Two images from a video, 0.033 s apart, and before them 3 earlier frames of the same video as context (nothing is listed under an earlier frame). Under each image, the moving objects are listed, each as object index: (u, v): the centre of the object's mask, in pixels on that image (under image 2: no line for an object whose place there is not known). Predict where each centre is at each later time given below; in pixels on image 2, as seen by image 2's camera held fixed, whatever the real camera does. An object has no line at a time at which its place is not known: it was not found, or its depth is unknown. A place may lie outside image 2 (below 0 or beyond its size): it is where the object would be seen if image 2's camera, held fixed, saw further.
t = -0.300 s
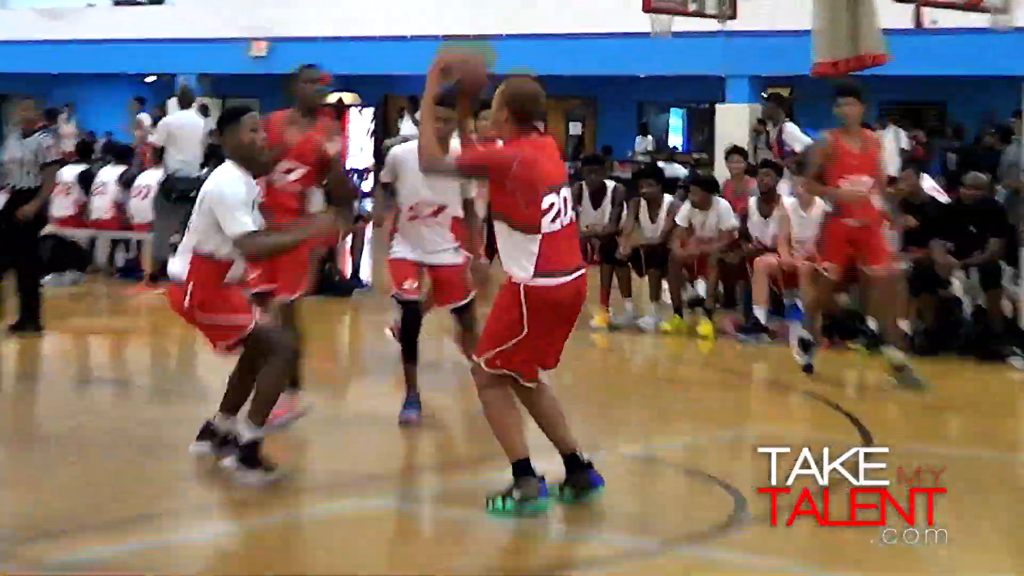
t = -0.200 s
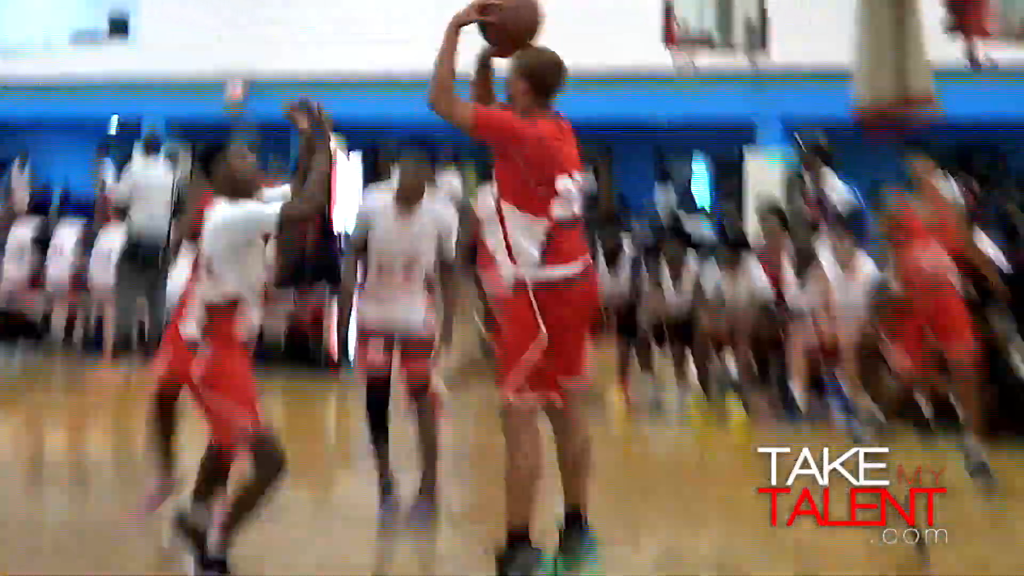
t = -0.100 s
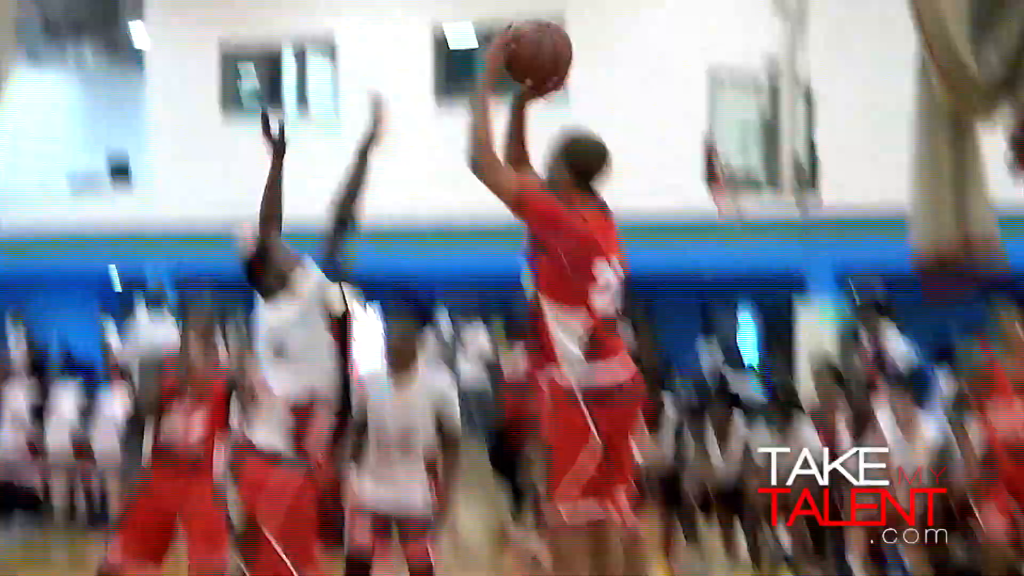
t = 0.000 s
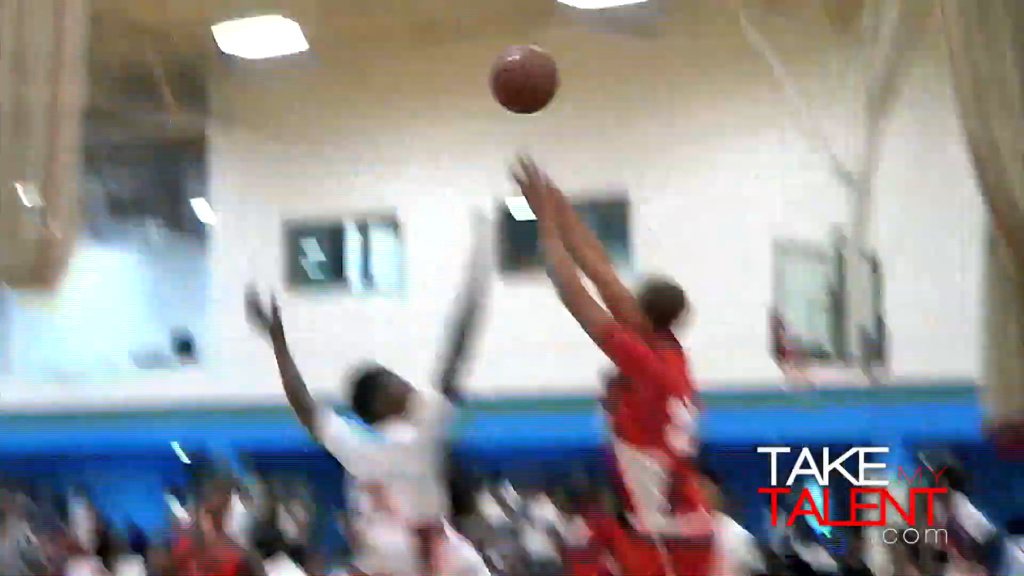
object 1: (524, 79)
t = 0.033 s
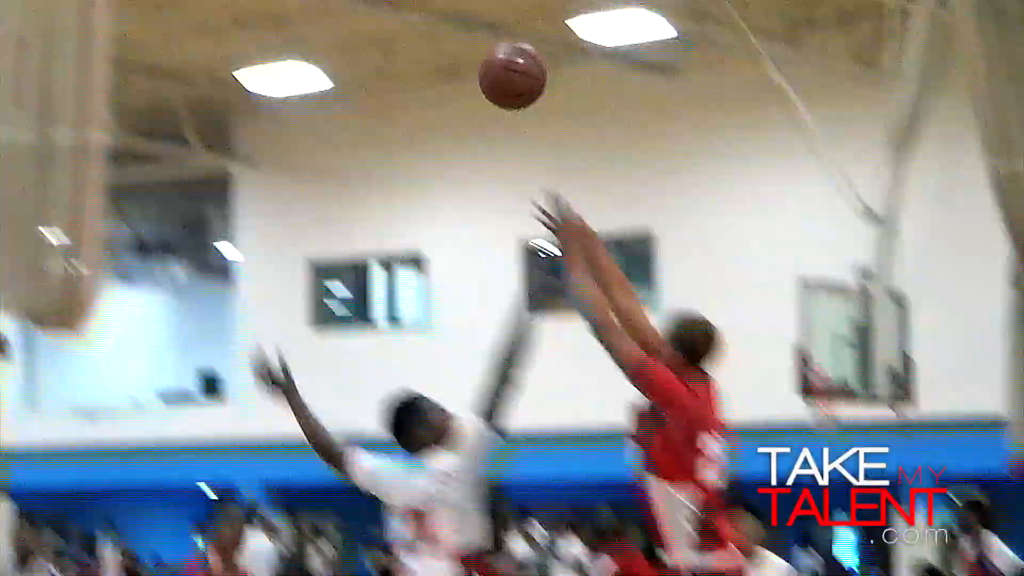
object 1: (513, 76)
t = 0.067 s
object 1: (482, 37)
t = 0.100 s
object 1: (450, 0)
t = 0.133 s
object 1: (420, -32)
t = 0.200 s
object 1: (357, -85)
